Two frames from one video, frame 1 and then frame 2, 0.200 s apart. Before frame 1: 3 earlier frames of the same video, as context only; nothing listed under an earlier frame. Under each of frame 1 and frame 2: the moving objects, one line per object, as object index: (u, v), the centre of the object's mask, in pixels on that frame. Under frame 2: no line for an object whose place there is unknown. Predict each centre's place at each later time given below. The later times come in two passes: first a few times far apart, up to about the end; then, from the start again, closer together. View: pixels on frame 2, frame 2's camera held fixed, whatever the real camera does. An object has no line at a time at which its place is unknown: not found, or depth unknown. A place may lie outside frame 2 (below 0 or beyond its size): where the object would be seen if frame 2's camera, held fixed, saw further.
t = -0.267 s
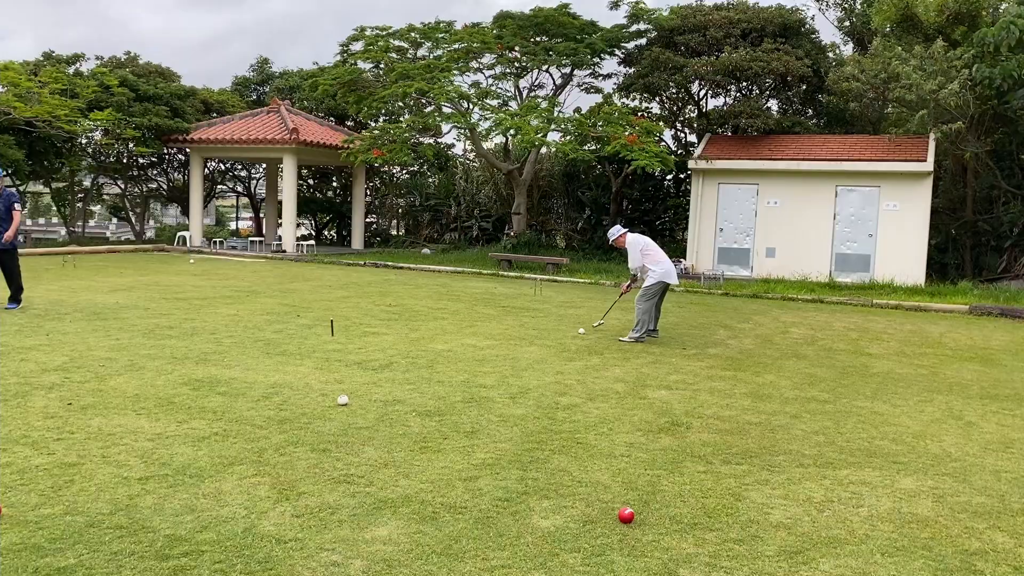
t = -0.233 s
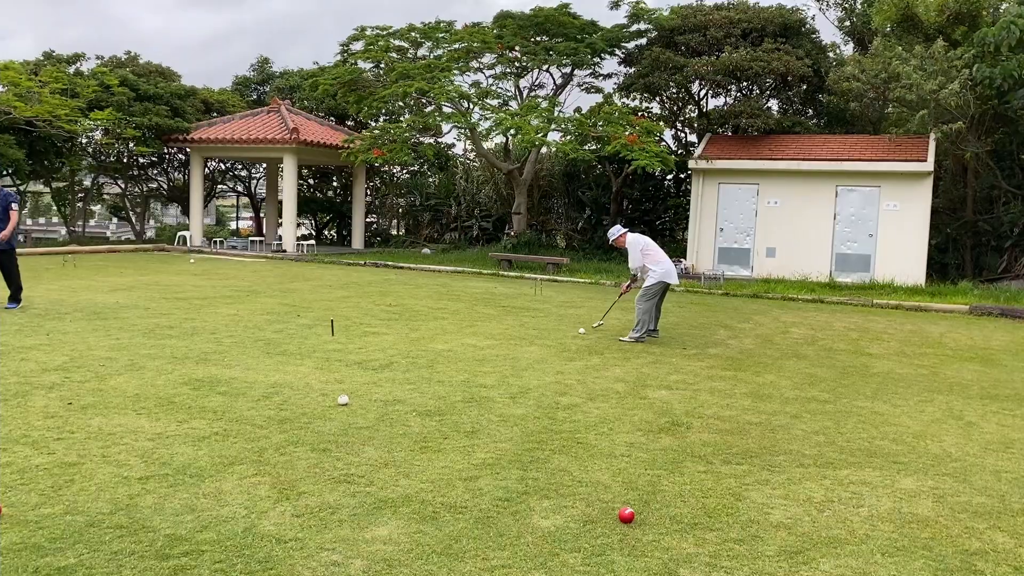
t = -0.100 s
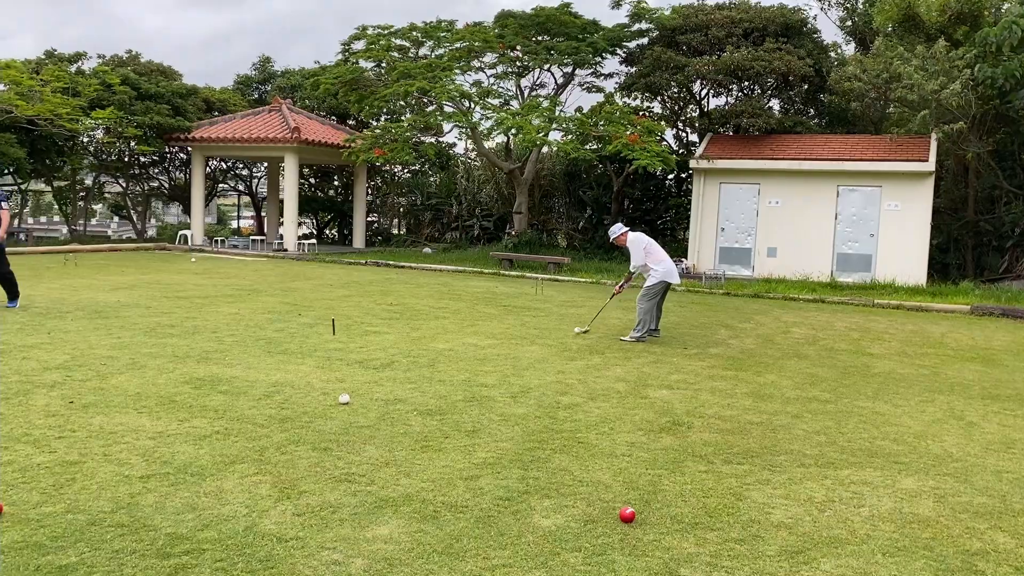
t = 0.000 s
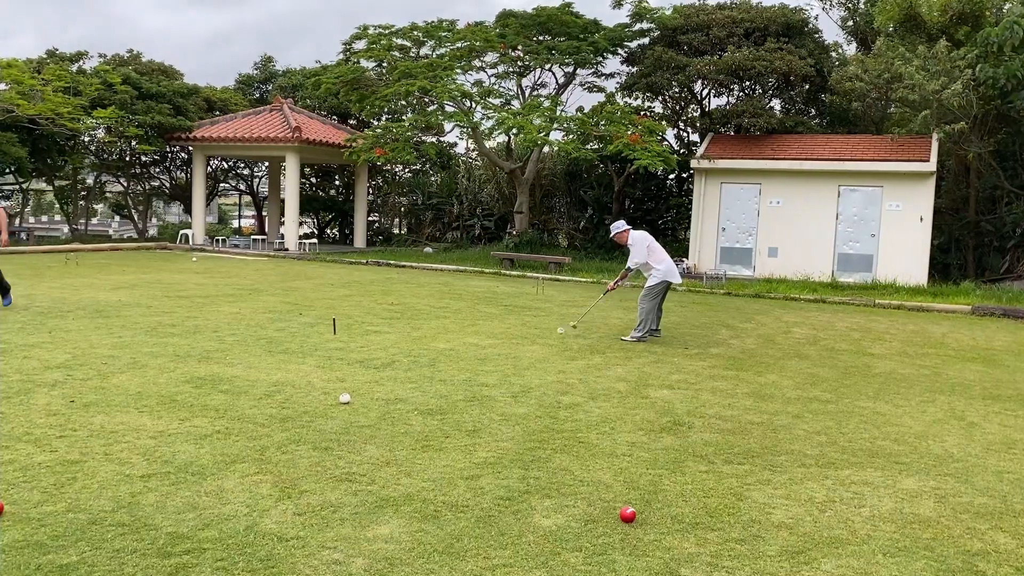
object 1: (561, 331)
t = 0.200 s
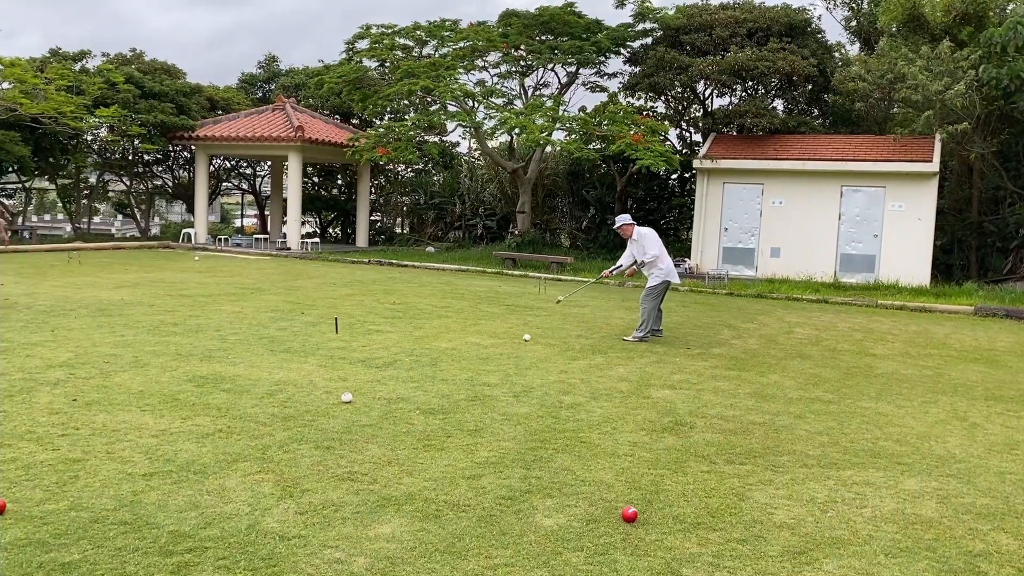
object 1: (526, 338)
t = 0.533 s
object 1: (474, 354)
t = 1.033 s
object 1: (385, 382)
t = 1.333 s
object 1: (324, 397)
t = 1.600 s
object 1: (271, 411)
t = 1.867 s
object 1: (218, 425)
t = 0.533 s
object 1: (474, 354)
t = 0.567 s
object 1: (468, 355)
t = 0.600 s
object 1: (462, 357)
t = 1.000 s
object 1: (392, 380)
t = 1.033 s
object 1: (385, 382)
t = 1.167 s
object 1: (358, 390)
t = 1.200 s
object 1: (351, 389)
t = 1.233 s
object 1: (345, 388)
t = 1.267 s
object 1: (337, 391)
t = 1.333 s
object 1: (324, 397)
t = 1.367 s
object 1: (317, 397)
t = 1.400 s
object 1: (311, 399)
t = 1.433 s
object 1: (304, 402)
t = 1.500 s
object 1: (291, 403)
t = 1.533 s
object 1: (284, 404)
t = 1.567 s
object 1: (277, 407)
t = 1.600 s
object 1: (271, 411)
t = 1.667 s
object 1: (257, 413)
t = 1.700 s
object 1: (251, 415)
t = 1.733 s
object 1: (244, 419)
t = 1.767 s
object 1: (237, 419)
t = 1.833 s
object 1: (224, 422)
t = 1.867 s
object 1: (218, 425)
